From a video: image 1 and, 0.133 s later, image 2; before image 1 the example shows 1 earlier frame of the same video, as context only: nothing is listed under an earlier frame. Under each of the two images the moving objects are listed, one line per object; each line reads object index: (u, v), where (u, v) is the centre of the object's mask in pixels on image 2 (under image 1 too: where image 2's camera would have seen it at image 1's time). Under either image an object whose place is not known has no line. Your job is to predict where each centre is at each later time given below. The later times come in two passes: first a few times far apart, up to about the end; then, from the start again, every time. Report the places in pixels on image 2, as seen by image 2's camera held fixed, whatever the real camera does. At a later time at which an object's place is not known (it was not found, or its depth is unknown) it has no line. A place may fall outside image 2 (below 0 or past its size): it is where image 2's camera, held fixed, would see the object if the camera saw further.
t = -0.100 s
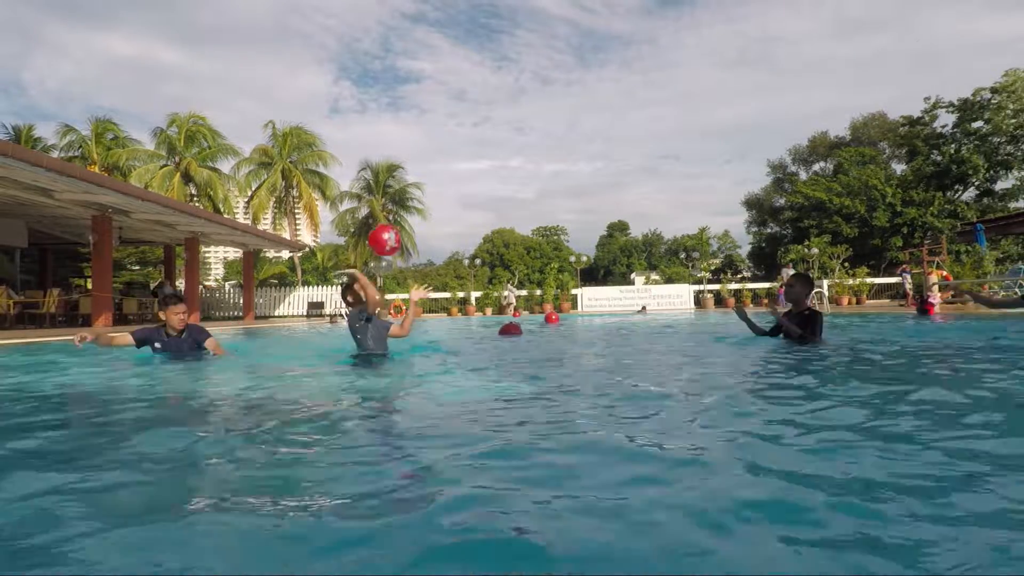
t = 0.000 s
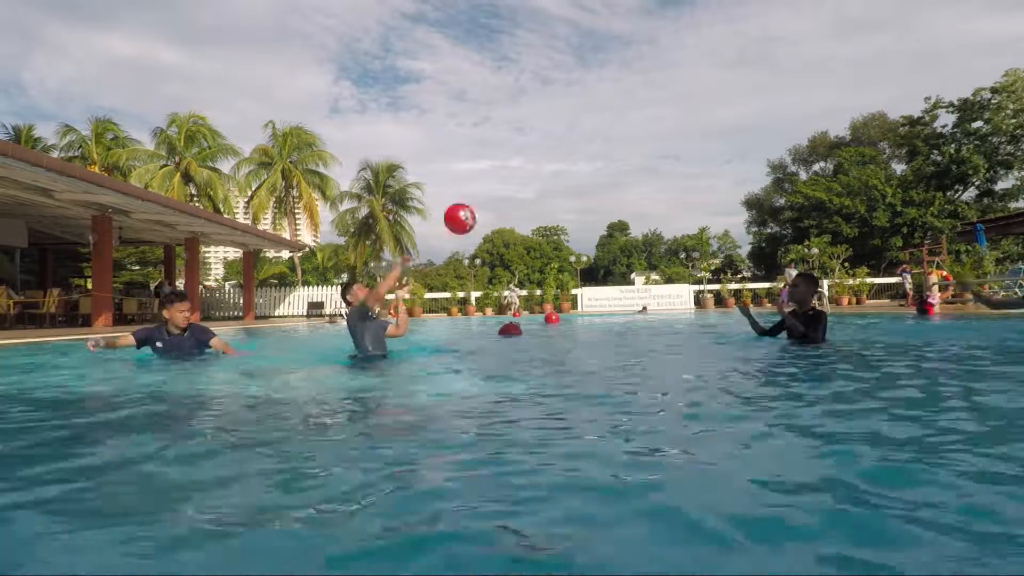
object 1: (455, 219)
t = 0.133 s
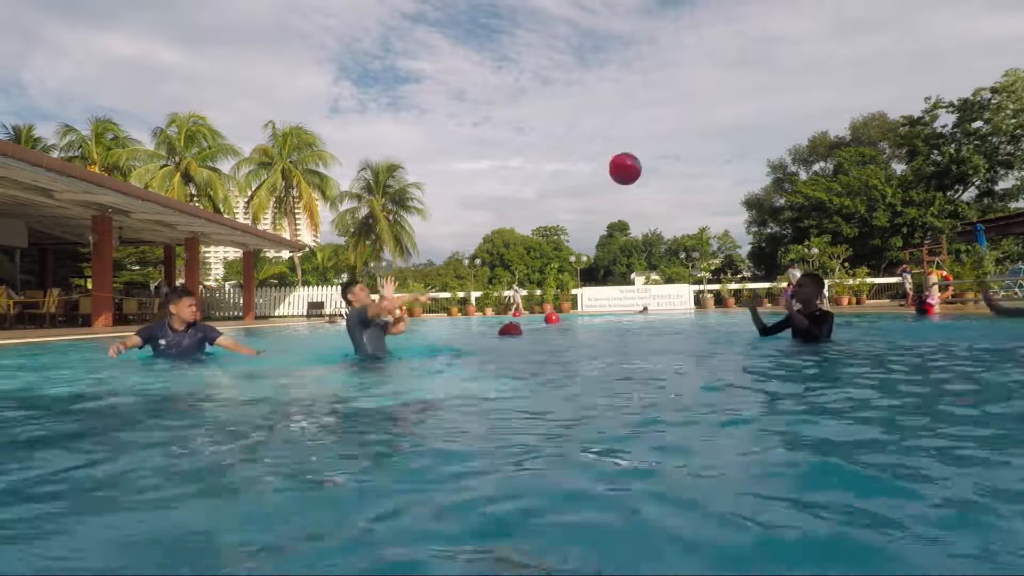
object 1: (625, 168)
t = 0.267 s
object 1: (768, 152)
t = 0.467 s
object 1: (945, 179)
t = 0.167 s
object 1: (658, 161)
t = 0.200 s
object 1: (695, 155)
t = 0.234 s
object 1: (730, 153)
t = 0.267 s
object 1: (768, 152)
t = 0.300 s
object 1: (801, 154)
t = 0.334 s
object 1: (832, 156)
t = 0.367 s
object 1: (861, 161)
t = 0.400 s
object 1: (890, 166)
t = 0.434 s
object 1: (919, 172)
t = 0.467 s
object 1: (945, 179)
